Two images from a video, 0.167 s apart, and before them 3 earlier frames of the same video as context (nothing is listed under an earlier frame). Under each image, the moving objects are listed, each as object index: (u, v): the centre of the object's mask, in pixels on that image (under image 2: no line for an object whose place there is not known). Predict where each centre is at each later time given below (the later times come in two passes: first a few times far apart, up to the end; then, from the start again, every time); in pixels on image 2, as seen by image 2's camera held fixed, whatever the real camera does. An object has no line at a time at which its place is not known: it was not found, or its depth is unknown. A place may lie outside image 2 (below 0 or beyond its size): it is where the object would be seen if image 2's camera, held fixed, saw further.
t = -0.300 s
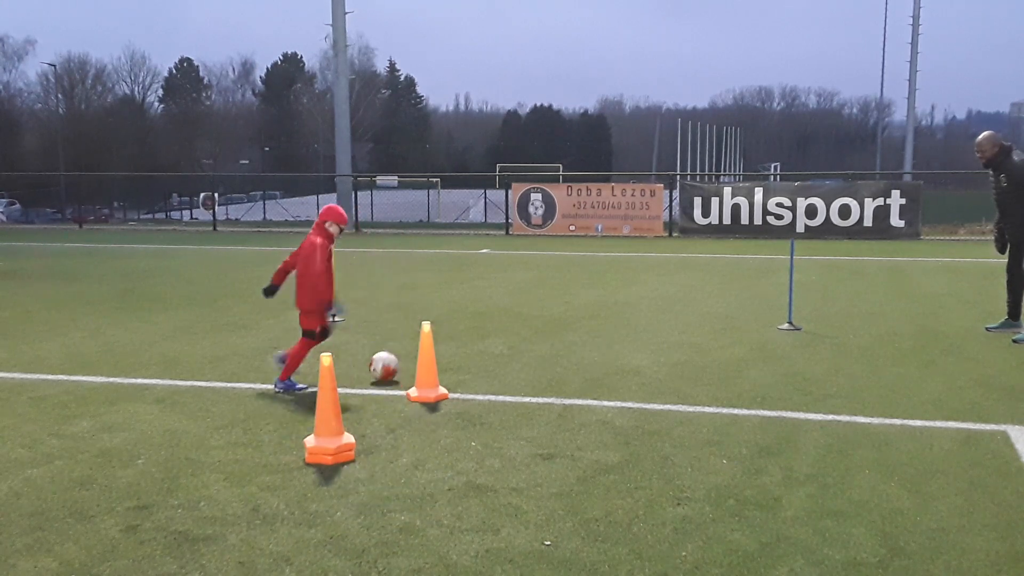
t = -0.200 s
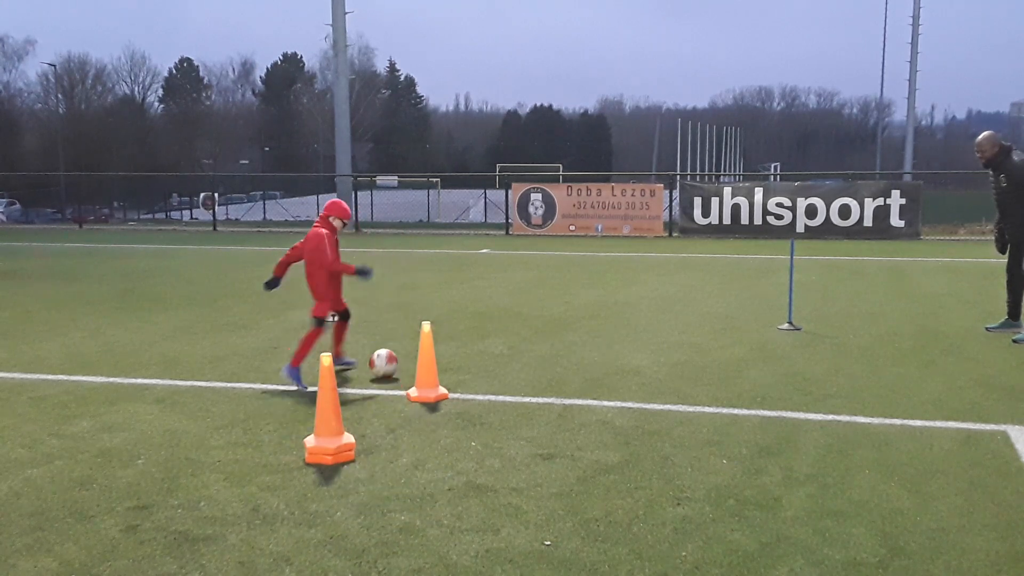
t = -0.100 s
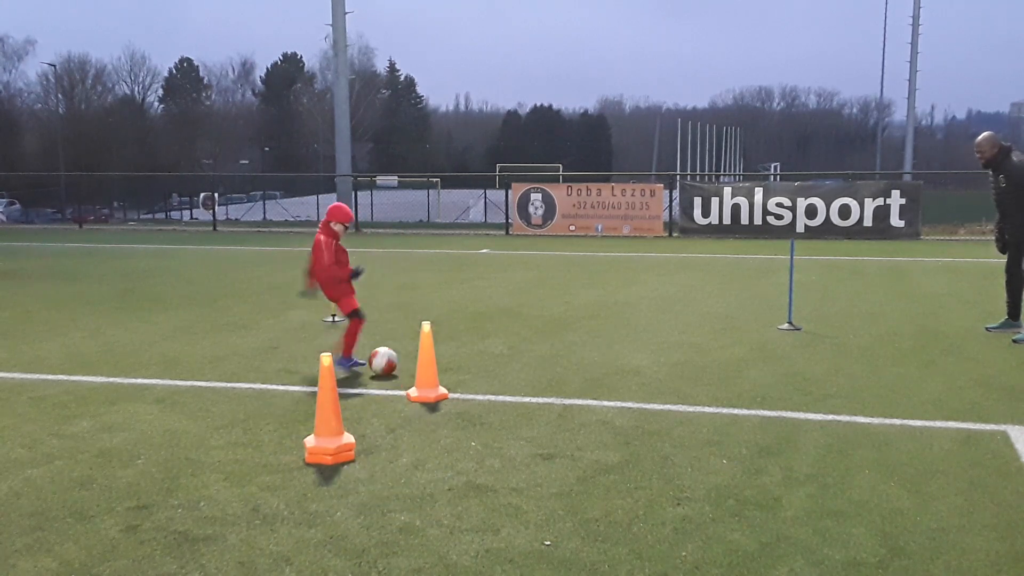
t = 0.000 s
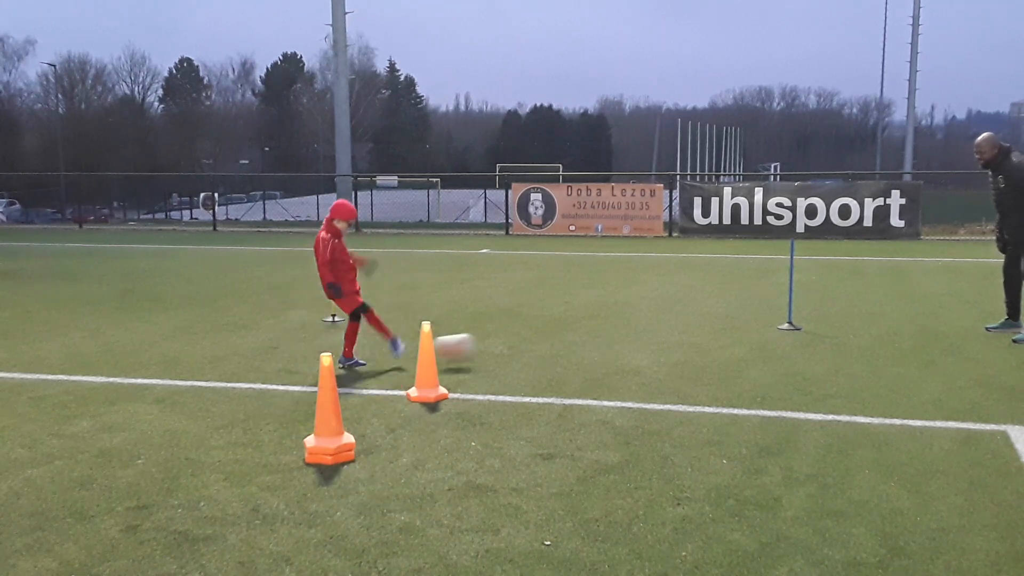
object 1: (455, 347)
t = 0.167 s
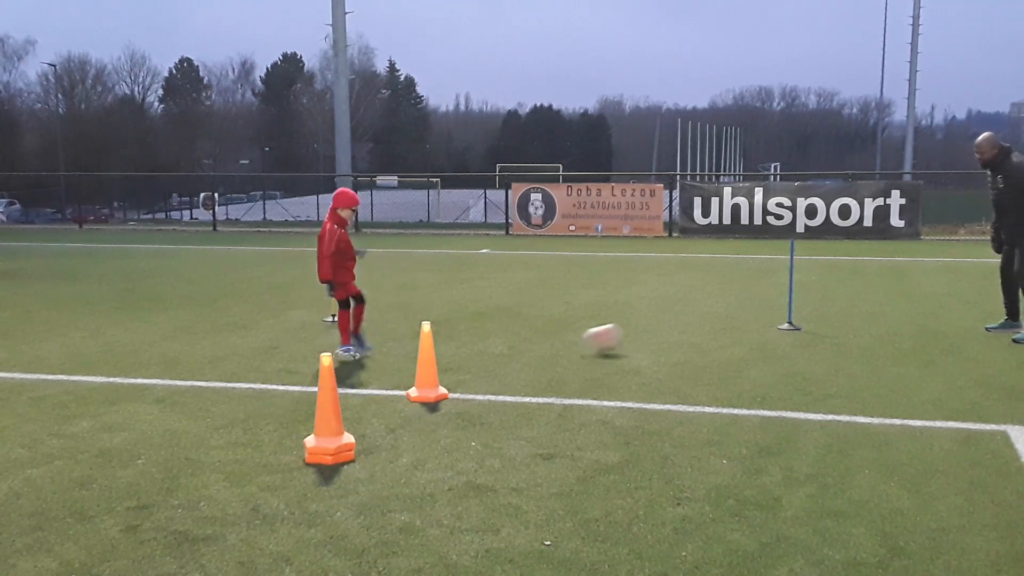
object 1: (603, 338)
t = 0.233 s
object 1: (652, 331)
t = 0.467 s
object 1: (804, 319)
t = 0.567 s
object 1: (856, 317)
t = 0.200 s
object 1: (628, 333)
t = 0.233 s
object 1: (652, 331)
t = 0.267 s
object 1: (677, 327)
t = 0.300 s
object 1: (699, 326)
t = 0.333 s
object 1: (724, 326)
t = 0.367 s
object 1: (746, 328)
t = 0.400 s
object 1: (765, 327)
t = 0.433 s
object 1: (784, 322)
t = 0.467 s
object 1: (804, 319)
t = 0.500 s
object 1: (821, 316)
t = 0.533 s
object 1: (839, 316)
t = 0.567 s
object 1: (856, 317)
